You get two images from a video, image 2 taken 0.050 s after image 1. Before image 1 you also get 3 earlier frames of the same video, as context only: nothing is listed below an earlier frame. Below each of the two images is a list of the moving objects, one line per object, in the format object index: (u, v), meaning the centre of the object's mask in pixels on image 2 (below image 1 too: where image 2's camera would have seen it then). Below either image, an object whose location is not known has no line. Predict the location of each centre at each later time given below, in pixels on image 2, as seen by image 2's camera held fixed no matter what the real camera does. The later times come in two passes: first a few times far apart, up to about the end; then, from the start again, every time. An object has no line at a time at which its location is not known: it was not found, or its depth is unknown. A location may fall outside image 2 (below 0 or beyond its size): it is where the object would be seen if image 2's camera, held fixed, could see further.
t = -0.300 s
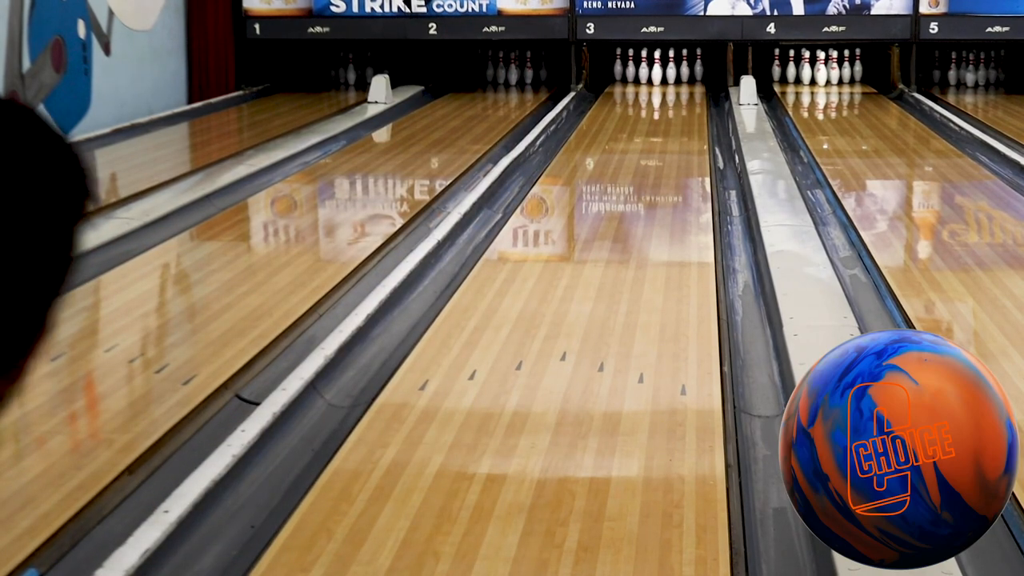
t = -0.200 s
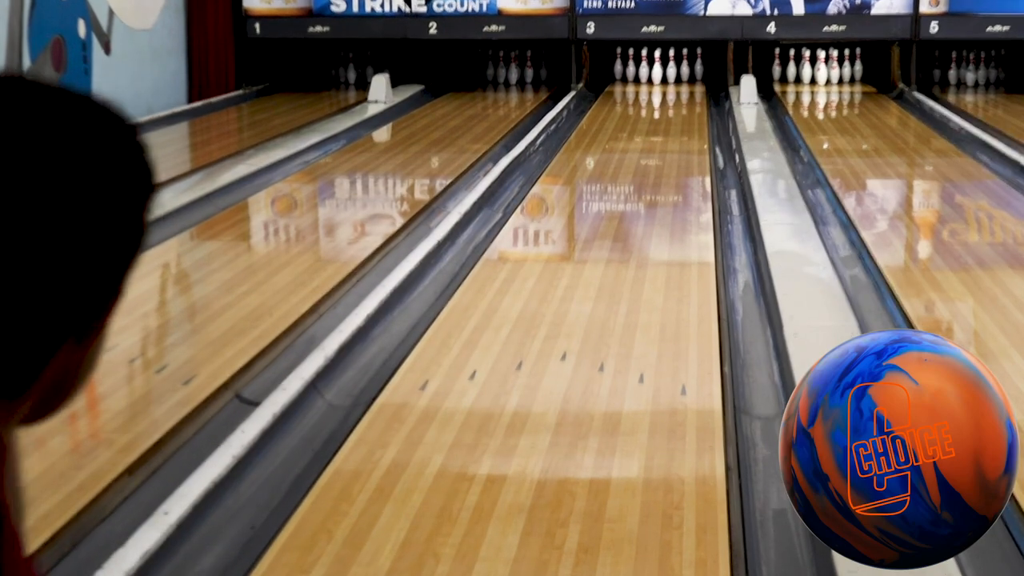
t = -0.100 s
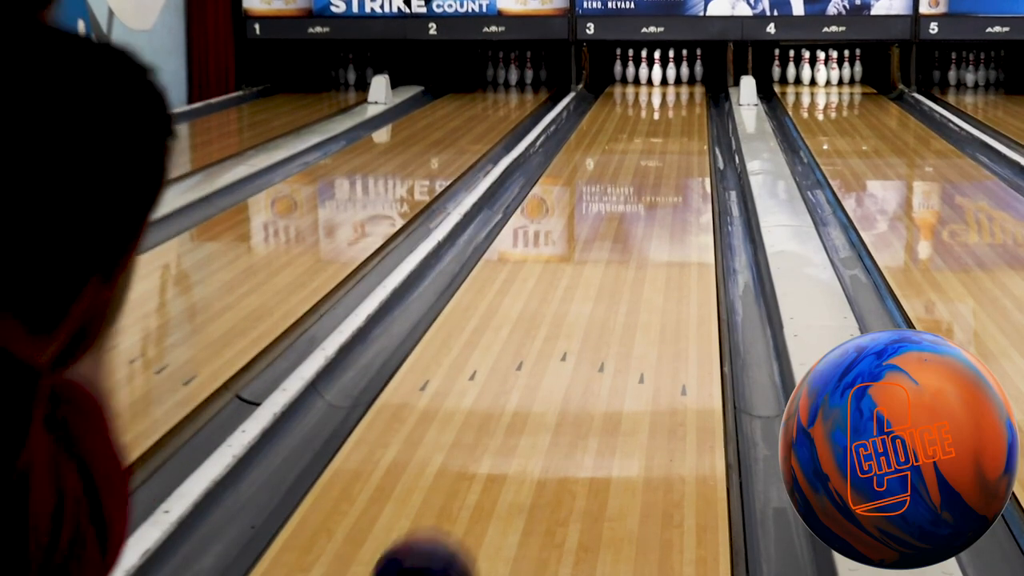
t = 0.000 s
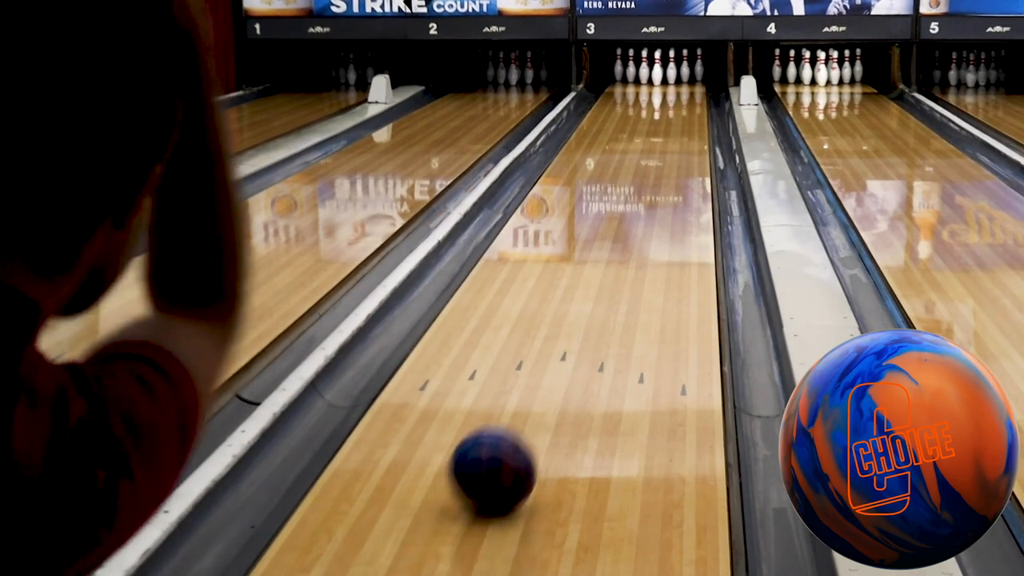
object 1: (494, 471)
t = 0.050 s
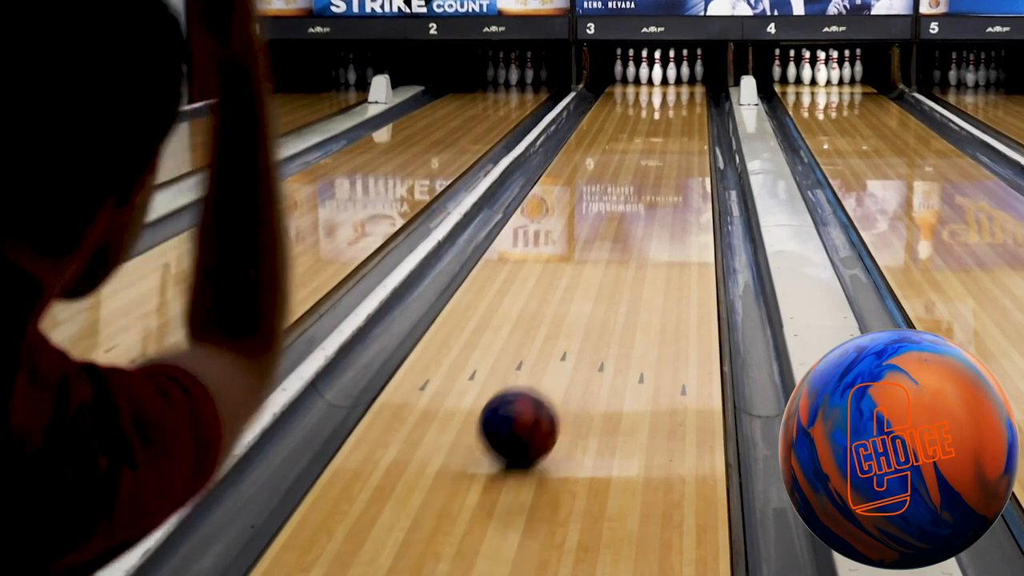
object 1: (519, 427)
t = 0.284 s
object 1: (598, 294)
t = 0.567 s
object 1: (647, 208)
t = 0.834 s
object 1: (672, 161)
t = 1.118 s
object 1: (684, 128)
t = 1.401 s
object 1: (684, 104)
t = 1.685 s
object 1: (676, 87)
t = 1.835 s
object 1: (668, 80)
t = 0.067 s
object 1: (527, 414)
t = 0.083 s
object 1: (534, 402)
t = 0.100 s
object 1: (541, 390)
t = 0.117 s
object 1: (547, 379)
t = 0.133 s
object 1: (554, 368)
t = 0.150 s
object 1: (560, 358)
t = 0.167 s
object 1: (565, 349)
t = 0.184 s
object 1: (571, 340)
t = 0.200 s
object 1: (575, 331)
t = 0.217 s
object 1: (581, 323)
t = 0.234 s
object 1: (585, 315)
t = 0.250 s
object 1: (590, 308)
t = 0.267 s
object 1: (594, 301)
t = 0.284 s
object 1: (598, 294)
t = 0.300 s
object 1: (602, 288)
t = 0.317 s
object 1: (606, 281)
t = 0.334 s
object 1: (609, 275)
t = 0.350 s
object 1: (613, 269)
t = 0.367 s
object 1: (616, 263)
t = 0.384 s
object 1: (619, 258)
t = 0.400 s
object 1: (622, 253)
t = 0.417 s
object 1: (625, 248)
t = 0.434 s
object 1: (628, 242)
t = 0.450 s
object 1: (630, 237)
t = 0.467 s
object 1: (633, 234)
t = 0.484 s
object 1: (636, 228)
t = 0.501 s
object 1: (638, 224)
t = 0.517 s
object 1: (640, 220)
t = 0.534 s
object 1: (643, 216)
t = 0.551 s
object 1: (645, 212)
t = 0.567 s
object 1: (647, 208)
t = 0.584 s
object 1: (648, 205)
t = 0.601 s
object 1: (651, 201)
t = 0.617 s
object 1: (653, 197)
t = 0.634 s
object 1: (654, 194)
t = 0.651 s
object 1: (656, 191)
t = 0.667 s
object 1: (658, 187)
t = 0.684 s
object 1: (660, 184)
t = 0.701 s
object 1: (661, 182)
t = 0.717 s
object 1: (662, 179)
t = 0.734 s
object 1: (664, 176)
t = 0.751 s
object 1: (665, 173)
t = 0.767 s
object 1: (667, 170)
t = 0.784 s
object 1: (668, 168)
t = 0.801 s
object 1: (670, 165)
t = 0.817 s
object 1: (671, 163)
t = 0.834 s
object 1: (672, 161)
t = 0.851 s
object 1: (673, 158)
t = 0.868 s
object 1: (674, 156)
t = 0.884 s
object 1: (675, 154)
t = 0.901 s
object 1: (676, 151)
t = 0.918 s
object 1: (677, 150)
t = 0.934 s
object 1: (678, 147)
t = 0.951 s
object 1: (678, 145)
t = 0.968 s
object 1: (679, 143)
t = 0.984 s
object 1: (680, 142)
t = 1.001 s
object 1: (681, 139)
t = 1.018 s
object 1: (681, 137)
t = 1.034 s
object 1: (682, 135)
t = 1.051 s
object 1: (682, 134)
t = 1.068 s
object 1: (683, 132)
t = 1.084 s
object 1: (683, 130)
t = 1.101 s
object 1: (683, 129)
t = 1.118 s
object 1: (684, 128)
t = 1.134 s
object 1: (685, 126)
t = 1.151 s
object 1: (684, 124)
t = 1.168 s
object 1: (685, 122)
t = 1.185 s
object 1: (685, 121)
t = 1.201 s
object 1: (685, 120)
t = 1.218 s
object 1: (686, 118)
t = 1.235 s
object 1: (686, 117)
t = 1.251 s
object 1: (686, 116)
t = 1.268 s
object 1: (685, 114)
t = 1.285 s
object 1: (686, 112)
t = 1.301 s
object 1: (685, 111)
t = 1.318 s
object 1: (686, 110)
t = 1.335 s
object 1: (685, 109)
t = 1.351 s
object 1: (685, 108)
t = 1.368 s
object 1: (685, 106)
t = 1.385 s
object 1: (685, 105)
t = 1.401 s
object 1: (684, 104)
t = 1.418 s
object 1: (684, 103)
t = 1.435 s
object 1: (684, 101)
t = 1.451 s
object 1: (683, 100)
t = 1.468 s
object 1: (683, 99)
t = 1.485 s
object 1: (682, 99)
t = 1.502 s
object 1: (682, 97)
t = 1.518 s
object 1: (682, 96)
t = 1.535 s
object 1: (681, 95)
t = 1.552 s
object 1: (680, 94)
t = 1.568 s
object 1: (680, 94)
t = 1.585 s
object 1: (679, 93)
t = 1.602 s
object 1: (679, 92)
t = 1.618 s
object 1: (678, 91)
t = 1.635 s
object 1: (678, 90)
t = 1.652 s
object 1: (677, 89)
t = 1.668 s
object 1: (677, 88)
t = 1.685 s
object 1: (676, 87)
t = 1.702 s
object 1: (675, 87)
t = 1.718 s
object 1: (675, 86)
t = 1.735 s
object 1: (674, 85)
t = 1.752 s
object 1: (672, 84)
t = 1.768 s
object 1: (672, 83)
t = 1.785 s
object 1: (671, 83)
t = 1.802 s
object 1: (670, 82)
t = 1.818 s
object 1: (669, 82)
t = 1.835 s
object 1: (668, 80)
